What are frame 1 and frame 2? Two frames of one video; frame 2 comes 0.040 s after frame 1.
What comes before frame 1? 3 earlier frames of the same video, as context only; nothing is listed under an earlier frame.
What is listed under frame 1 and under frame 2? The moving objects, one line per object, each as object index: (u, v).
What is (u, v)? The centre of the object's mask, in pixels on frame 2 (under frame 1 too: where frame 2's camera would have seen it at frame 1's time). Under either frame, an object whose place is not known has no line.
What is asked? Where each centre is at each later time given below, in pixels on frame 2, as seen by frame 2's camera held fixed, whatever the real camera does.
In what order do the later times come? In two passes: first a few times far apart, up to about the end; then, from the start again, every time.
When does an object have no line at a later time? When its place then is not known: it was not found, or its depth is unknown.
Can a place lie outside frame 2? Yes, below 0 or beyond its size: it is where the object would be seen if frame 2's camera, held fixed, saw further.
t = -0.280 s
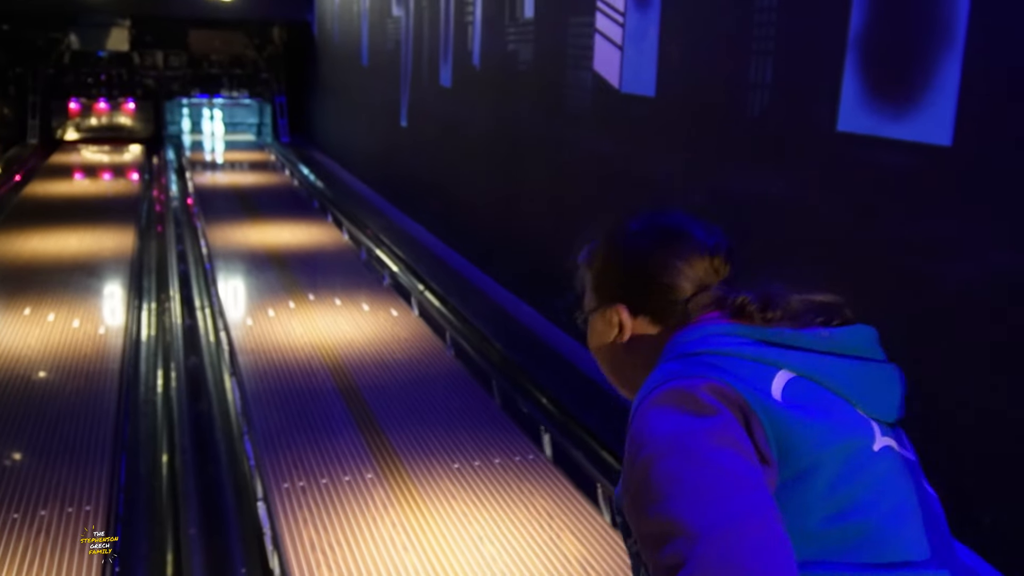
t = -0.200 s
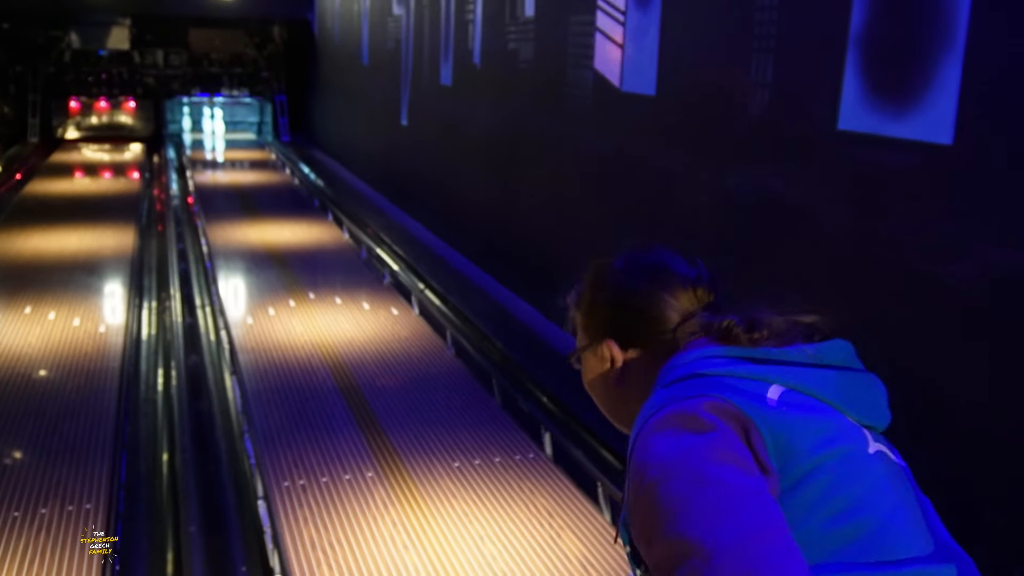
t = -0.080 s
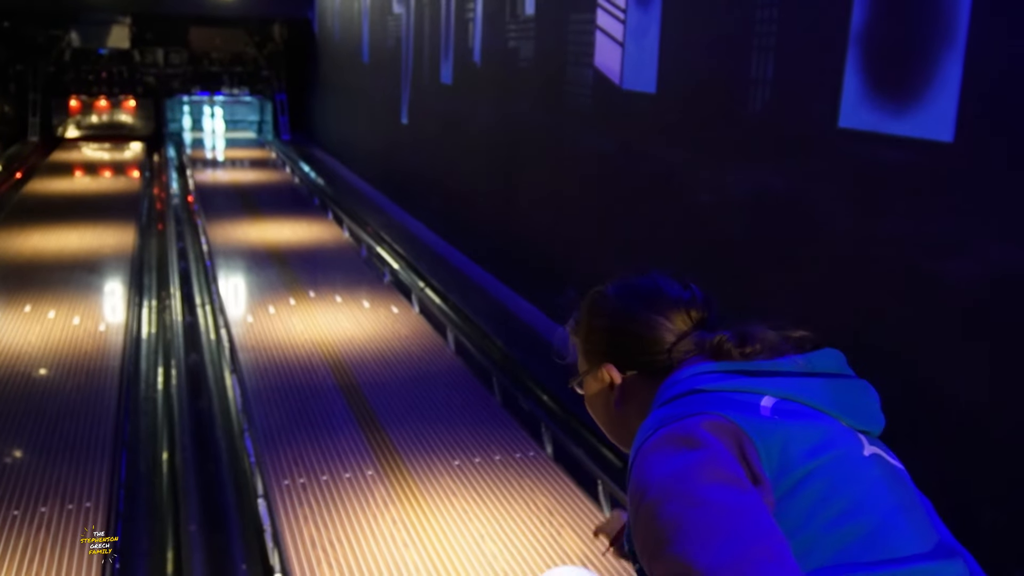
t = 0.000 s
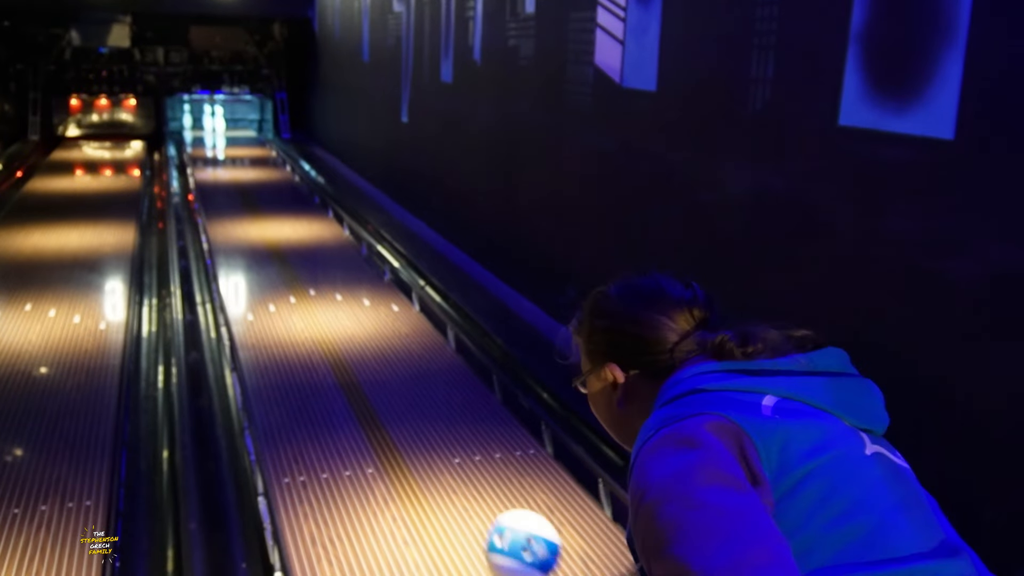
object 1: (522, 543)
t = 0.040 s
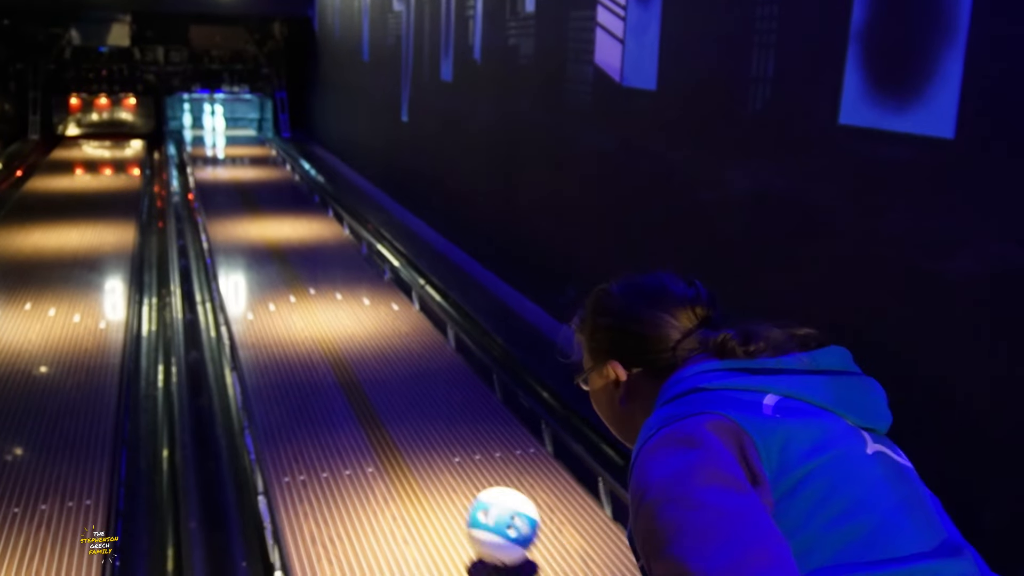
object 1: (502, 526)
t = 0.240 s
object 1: (425, 444)
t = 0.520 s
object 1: (359, 363)
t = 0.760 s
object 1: (322, 316)
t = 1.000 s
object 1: (297, 283)
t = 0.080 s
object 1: (484, 509)
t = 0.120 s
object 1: (467, 495)
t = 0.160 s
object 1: (452, 476)
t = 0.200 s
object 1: (438, 460)
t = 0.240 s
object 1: (425, 444)
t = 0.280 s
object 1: (413, 431)
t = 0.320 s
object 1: (402, 417)
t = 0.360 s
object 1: (392, 405)
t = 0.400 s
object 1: (383, 393)
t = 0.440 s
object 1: (375, 383)
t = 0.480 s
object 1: (367, 372)
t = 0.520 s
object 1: (359, 363)
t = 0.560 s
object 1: (352, 354)
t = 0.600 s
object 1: (345, 345)
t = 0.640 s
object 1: (339, 337)
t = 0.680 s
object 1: (333, 329)
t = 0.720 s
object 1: (327, 322)
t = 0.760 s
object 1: (322, 316)
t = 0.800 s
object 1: (317, 309)
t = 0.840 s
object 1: (313, 303)
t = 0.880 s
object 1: (308, 298)
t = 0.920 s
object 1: (304, 292)
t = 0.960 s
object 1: (300, 287)
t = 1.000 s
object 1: (297, 283)
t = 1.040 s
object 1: (293, 278)
